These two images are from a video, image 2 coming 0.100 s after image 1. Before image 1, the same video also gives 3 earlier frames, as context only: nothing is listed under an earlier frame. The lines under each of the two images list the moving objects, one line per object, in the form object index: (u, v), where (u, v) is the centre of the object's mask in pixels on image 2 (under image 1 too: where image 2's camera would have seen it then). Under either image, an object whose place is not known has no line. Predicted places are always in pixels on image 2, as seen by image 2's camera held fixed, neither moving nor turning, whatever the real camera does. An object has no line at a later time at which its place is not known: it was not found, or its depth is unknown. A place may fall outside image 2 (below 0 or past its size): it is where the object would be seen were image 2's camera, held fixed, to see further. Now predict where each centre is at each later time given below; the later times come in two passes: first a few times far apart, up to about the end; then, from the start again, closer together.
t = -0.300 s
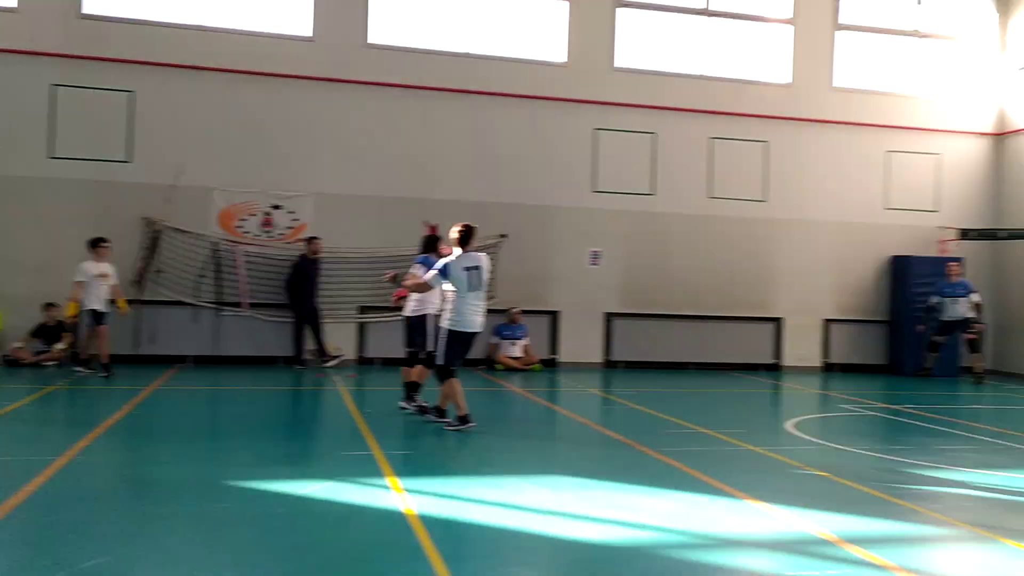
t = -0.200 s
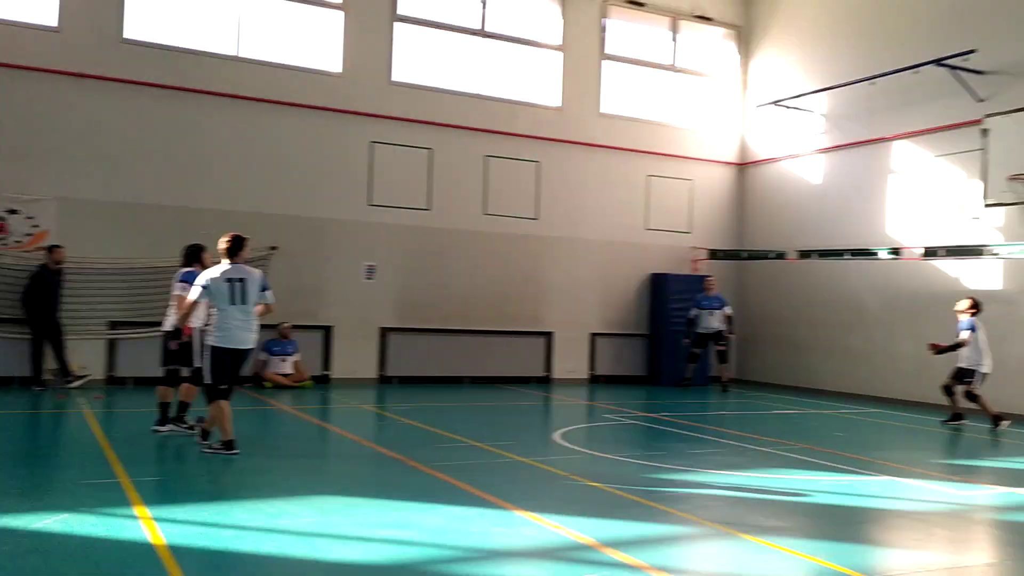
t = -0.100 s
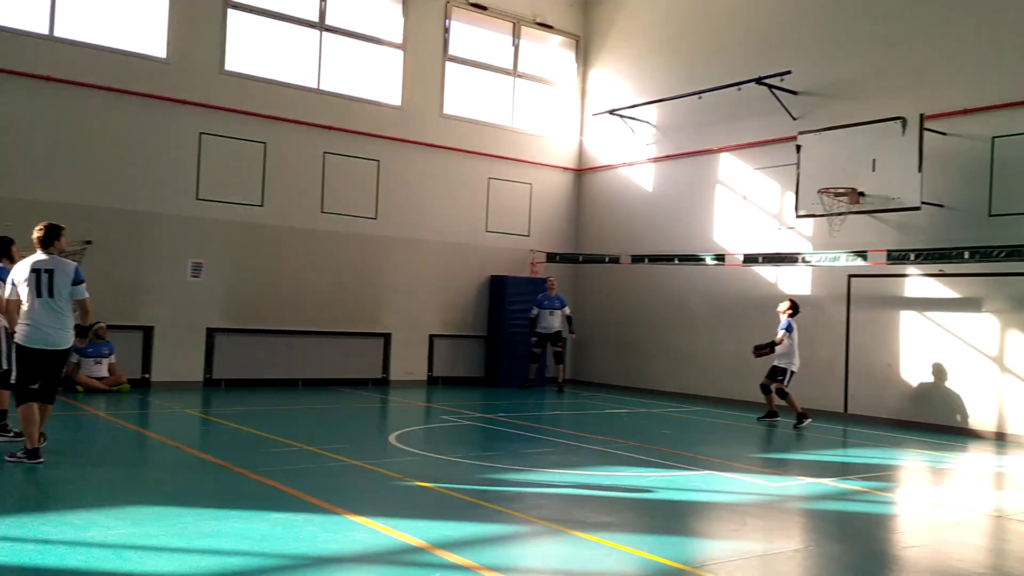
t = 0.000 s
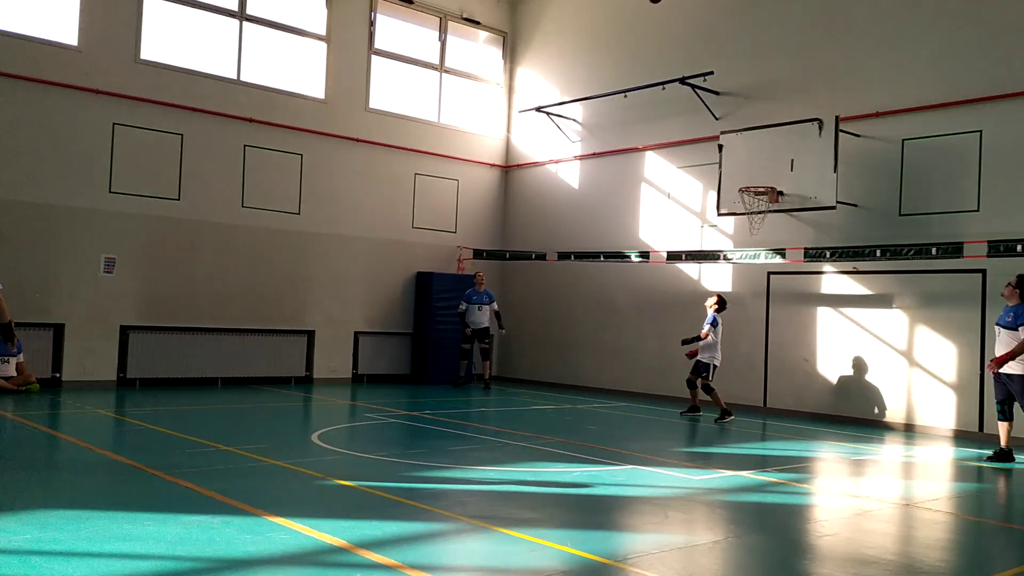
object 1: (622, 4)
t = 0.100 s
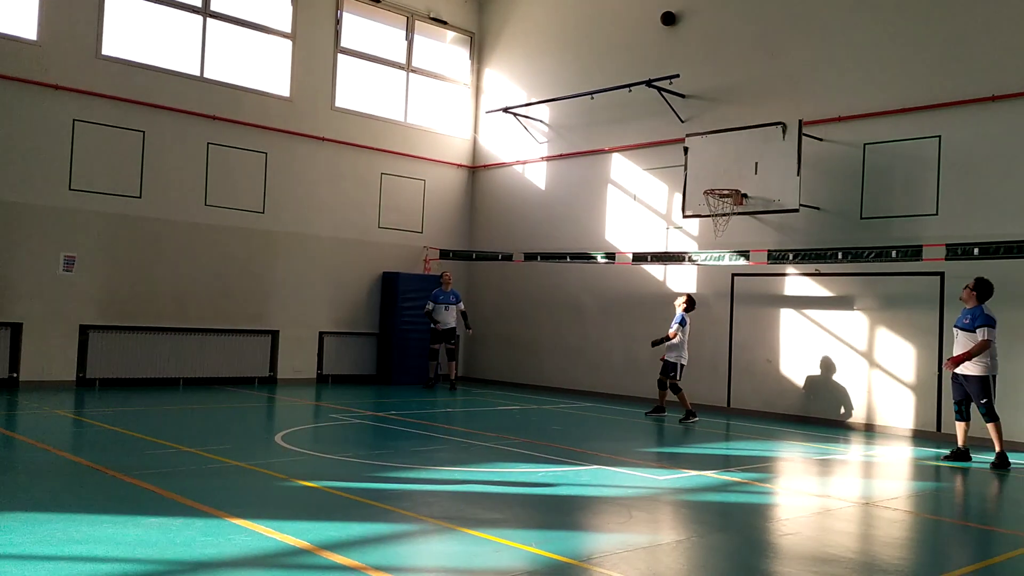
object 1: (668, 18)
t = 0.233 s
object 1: (609, 11)
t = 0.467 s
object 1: (497, 20)
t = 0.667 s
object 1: (389, 64)
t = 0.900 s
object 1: (249, 165)
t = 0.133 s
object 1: (653, 15)
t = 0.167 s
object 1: (639, 13)
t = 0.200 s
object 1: (624, 12)
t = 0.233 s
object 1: (609, 11)
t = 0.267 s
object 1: (594, 10)
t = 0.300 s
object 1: (579, 10)
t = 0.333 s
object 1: (563, 10)
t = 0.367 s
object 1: (547, 11)
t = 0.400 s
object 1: (531, 13)
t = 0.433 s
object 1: (514, 16)
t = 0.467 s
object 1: (497, 20)
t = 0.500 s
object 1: (480, 25)
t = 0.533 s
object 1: (462, 30)
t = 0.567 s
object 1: (445, 37)
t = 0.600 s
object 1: (426, 45)
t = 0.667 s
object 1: (389, 64)
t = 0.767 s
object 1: (332, 100)
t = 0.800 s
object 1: (312, 115)
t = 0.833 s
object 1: (291, 130)
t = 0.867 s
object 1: (270, 147)
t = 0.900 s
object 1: (249, 165)
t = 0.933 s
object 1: (227, 184)
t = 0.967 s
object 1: (203, 204)
